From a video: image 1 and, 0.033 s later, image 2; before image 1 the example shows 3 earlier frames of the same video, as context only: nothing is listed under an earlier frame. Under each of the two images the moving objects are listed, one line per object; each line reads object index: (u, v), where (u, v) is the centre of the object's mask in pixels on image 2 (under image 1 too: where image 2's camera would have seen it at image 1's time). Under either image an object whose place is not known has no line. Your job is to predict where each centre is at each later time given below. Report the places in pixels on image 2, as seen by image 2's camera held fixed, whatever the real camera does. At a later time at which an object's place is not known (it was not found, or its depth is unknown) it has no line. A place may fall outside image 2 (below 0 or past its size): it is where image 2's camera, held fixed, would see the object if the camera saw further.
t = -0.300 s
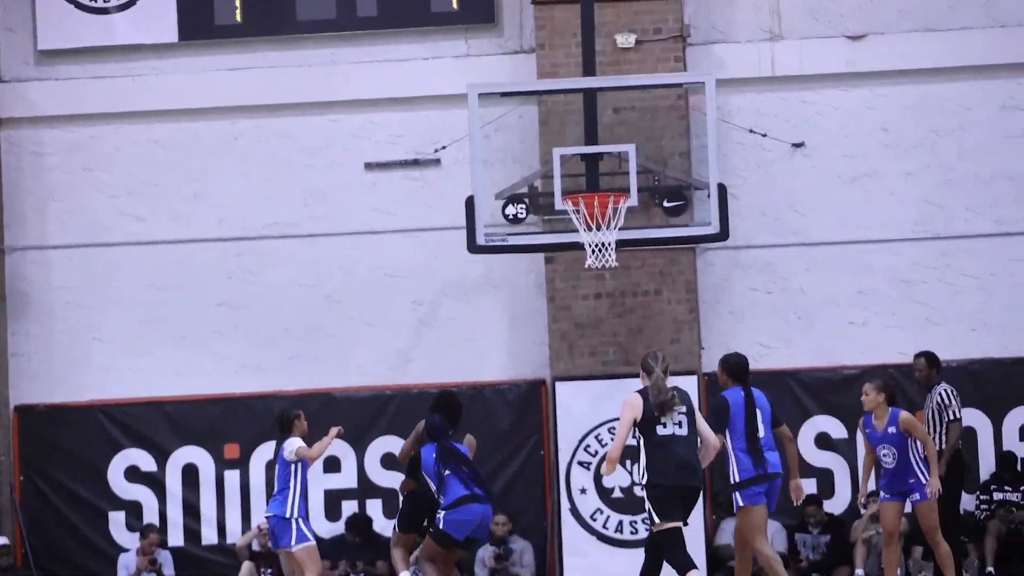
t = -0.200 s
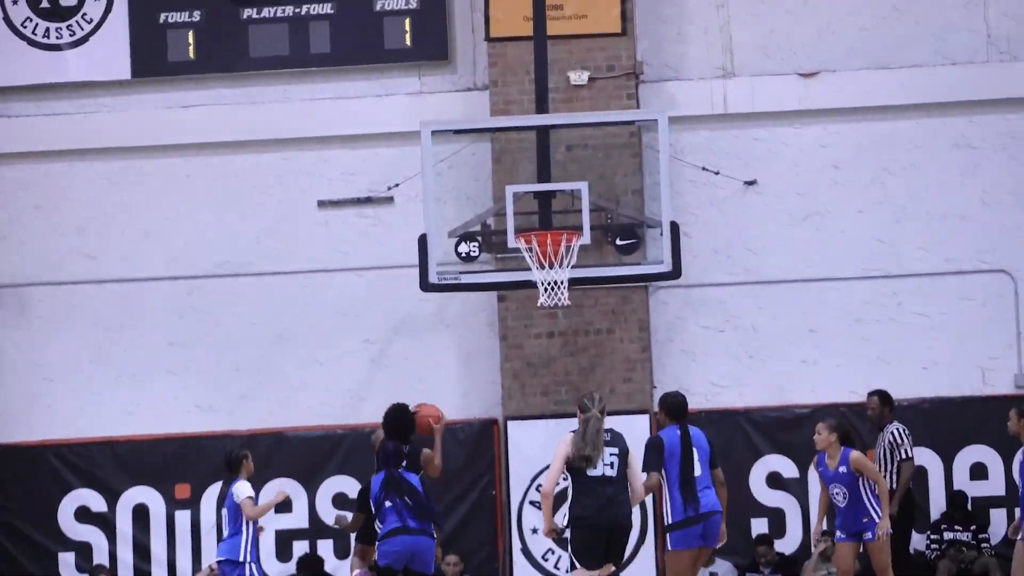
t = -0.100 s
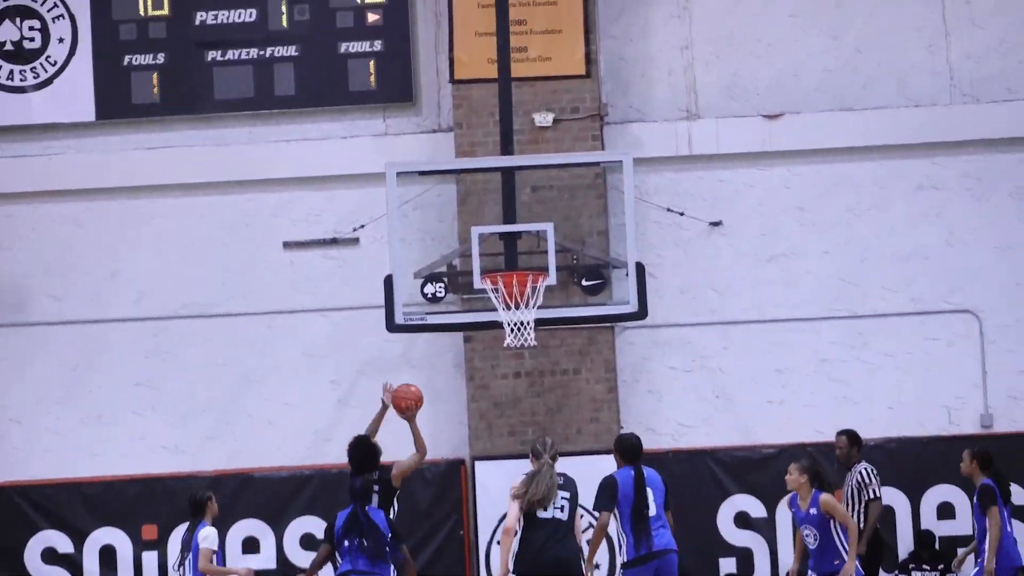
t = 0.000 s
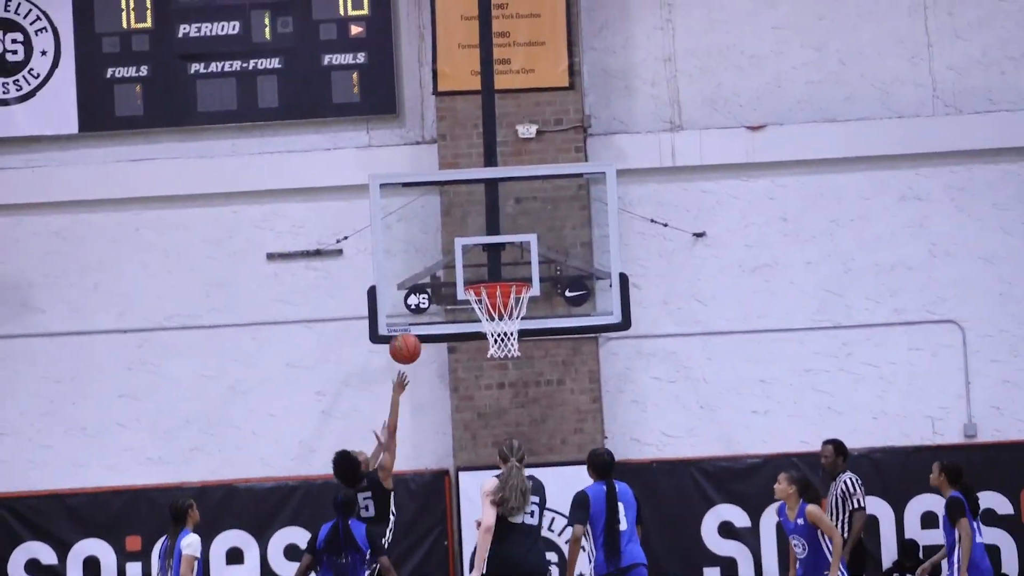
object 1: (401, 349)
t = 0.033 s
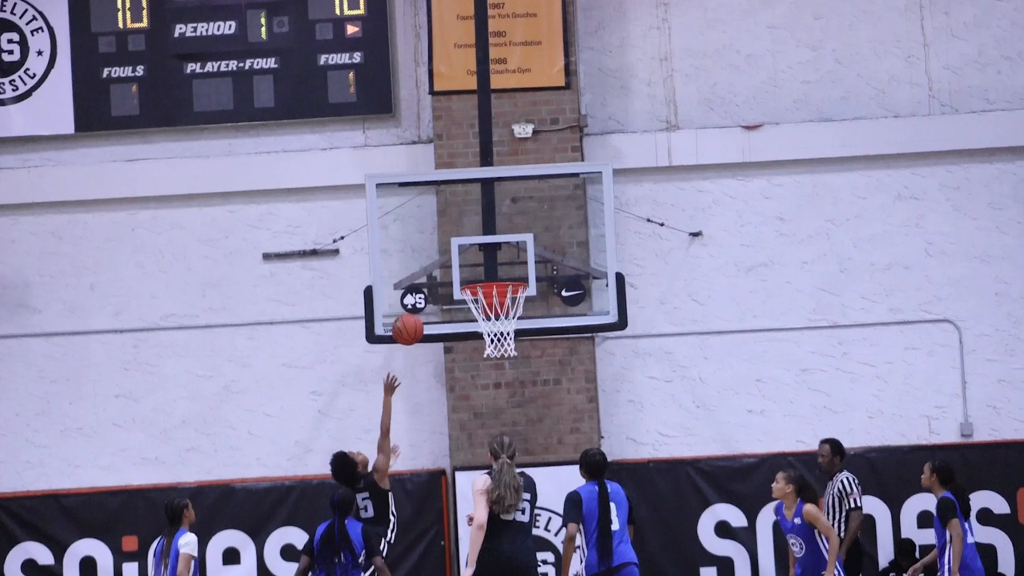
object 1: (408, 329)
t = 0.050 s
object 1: (411, 320)
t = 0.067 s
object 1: (414, 313)
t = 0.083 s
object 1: (418, 305)
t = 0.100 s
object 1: (421, 297)
